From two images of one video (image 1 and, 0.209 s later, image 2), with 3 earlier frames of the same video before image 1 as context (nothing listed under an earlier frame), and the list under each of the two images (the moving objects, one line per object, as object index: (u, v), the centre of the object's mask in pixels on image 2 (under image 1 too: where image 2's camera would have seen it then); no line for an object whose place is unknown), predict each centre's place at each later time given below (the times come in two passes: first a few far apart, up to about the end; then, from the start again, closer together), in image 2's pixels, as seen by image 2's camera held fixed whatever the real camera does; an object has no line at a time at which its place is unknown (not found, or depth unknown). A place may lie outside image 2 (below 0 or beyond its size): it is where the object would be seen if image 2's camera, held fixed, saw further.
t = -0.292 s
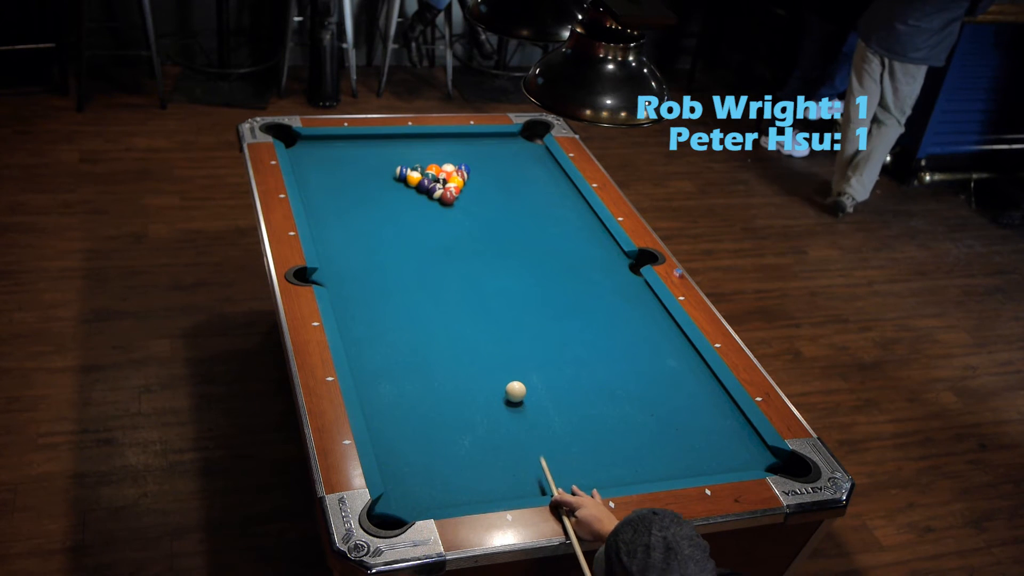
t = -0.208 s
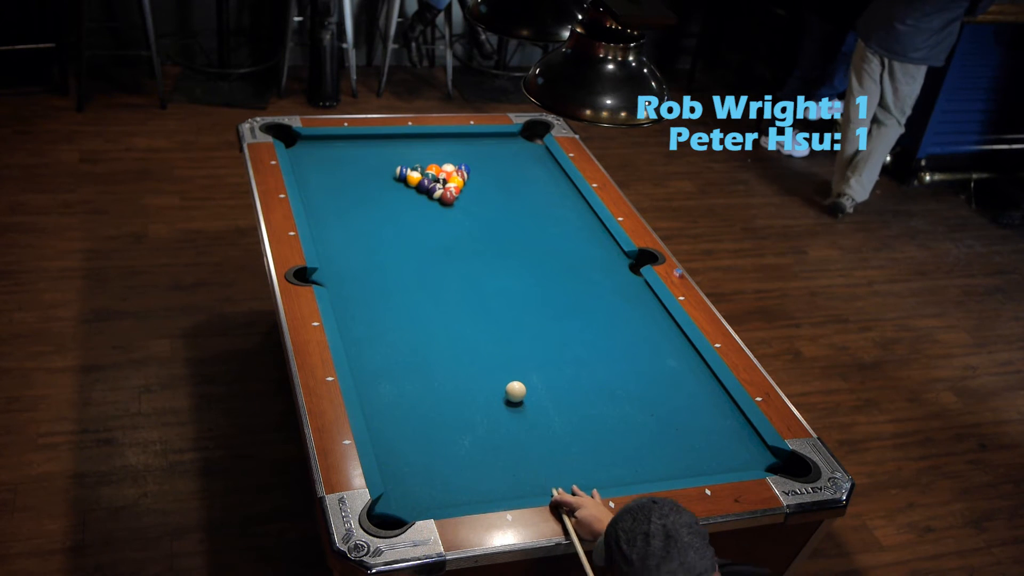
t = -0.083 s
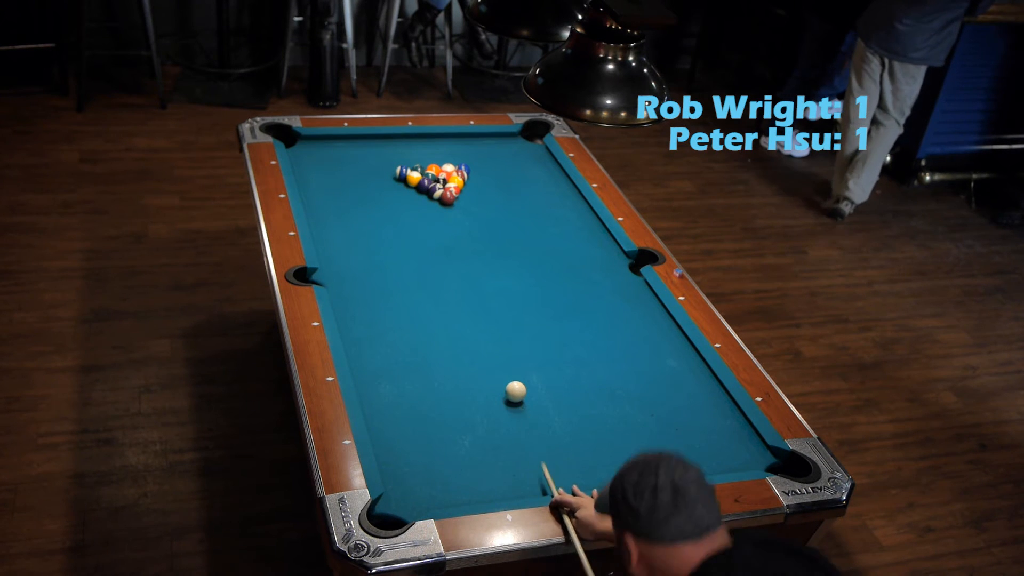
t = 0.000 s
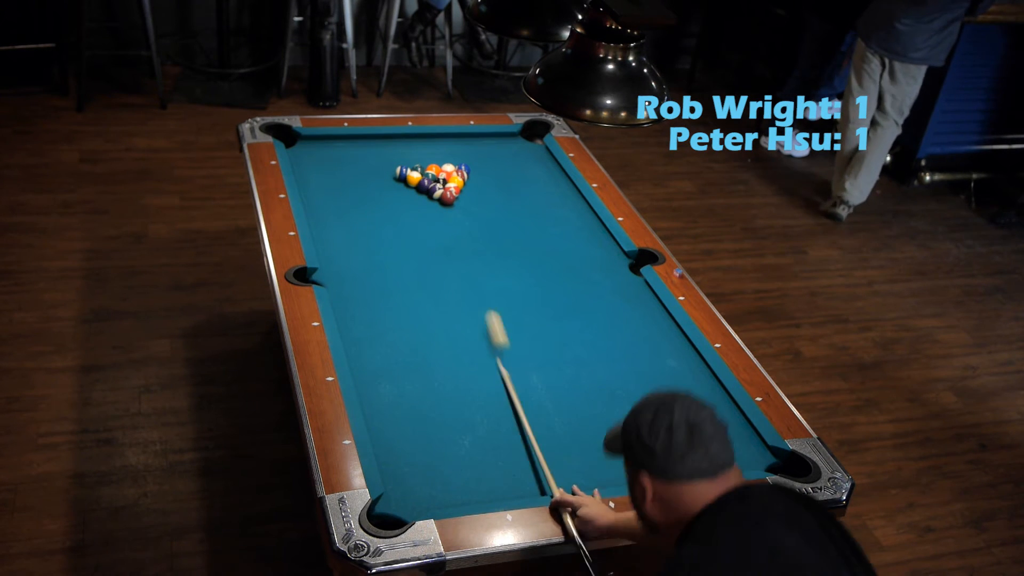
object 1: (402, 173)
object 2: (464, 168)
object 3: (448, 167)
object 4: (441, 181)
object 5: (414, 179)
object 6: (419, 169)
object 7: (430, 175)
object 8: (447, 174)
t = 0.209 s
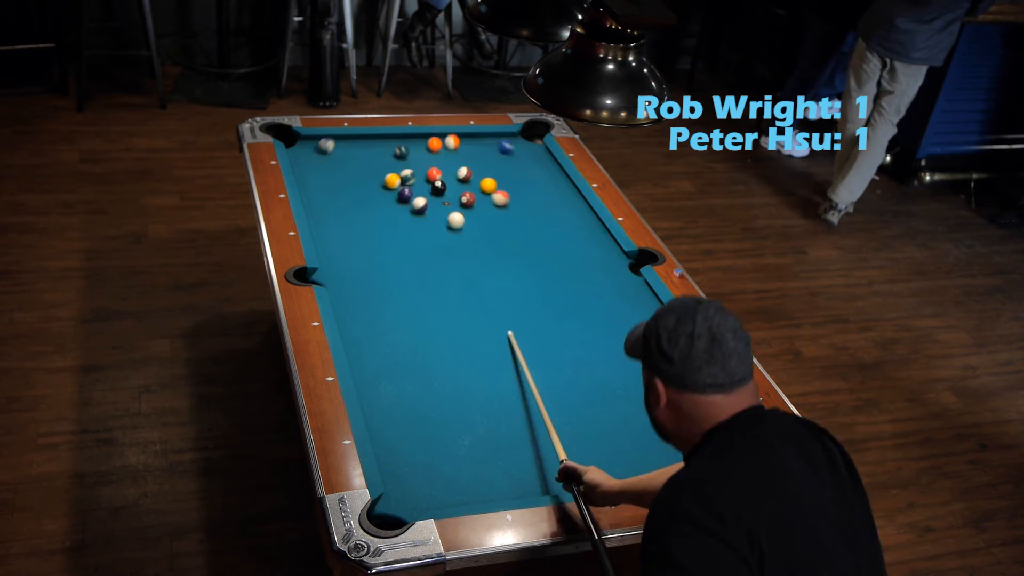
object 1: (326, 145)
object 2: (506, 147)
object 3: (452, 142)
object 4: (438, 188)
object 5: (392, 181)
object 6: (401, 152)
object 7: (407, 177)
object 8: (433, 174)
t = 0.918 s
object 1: (331, 272)
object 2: (523, 294)
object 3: (516, 170)
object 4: (428, 201)
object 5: (315, 191)
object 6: (363, 172)
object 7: (304, 171)
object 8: (400, 168)
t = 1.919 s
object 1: (464, 295)
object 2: (489, 471)
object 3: (555, 186)
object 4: (419, 213)
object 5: (380, 200)
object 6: (327, 204)
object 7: (346, 170)
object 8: (402, 170)
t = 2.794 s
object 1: (575, 303)
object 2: (395, 392)
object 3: (540, 192)
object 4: (418, 214)
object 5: (413, 203)
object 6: (363, 218)
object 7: (368, 170)
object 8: (402, 170)
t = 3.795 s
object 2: (437, 317)
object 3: (534, 194)
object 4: (418, 214)
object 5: (426, 203)
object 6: (383, 224)
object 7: (371, 169)
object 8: (402, 170)
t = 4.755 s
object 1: (640, 317)
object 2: (463, 271)
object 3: (534, 193)
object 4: (418, 214)
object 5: (425, 203)
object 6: (385, 225)
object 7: (371, 169)
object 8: (402, 170)
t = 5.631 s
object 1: (640, 317)
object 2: (480, 245)
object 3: (534, 193)
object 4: (418, 214)
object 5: (425, 203)
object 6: (385, 225)
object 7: (371, 169)
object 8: (402, 170)
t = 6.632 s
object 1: (640, 317)
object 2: (489, 228)
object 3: (534, 193)
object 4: (418, 214)
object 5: (425, 203)
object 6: (385, 225)
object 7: (371, 169)
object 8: (402, 170)
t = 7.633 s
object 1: (640, 317)
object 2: (491, 225)
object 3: (534, 193)
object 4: (418, 214)
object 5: (425, 203)
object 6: (385, 225)
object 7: (371, 169)
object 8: (402, 170)
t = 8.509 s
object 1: (640, 317)
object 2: (491, 225)
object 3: (534, 194)
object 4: (418, 214)
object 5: (425, 202)
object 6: (385, 225)
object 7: (371, 169)
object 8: (402, 170)
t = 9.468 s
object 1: (640, 317)
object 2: (491, 225)
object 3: (534, 194)
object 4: (418, 214)
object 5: (425, 203)
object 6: (385, 225)
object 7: (371, 169)
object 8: (402, 170)
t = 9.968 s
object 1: (640, 317)
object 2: (491, 225)
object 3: (534, 194)
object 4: (418, 214)
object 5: (425, 202)
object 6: (385, 225)
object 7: (371, 169)
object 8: (402, 170)
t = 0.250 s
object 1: (318, 154)
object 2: (522, 157)
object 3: (453, 136)
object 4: (438, 189)
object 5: (386, 181)
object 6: (397, 146)
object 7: (401, 177)
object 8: (430, 174)
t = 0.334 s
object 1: (302, 173)
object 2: (554, 177)
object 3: (462, 145)
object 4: (437, 191)
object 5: (373, 183)
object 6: (389, 139)
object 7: (389, 176)
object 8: (424, 173)
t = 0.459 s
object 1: (325, 198)
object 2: (570, 201)
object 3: (473, 156)
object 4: (435, 194)
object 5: (355, 184)
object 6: (387, 148)
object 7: (369, 175)
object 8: (414, 171)
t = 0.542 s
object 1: (342, 214)
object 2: (569, 219)
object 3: (481, 161)
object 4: (434, 195)
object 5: (343, 186)
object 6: (386, 152)
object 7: (357, 175)
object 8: (408, 169)
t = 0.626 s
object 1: (332, 226)
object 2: (559, 234)
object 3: (488, 163)
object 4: (433, 196)
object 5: (330, 187)
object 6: (384, 158)
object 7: (346, 173)
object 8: (402, 168)
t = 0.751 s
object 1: (323, 249)
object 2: (544, 258)
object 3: (500, 166)
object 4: (431, 199)
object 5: (312, 189)
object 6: (378, 165)
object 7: (327, 173)
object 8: (399, 167)
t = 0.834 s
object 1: (331, 264)
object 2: (534, 276)
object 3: (508, 168)
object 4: (429, 200)
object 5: (308, 189)
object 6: (370, 168)
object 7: (314, 173)
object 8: (399, 168)
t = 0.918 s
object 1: (331, 272)
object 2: (523, 294)
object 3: (516, 170)
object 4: (428, 201)
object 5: (315, 191)
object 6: (363, 172)
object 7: (304, 171)
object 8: (400, 168)
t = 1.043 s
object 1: (331, 285)
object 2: (511, 324)
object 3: (527, 172)
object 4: (426, 204)
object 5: (325, 192)
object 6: (352, 177)
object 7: (303, 170)
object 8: (400, 169)
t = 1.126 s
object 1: (343, 287)
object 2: (515, 341)
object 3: (535, 173)
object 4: (425, 205)
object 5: (331, 193)
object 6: (344, 181)
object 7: (309, 170)
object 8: (401, 169)
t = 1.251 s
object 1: (363, 289)
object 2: (519, 363)
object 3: (545, 176)
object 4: (424, 206)
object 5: (340, 194)
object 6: (331, 184)
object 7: (315, 171)
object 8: (402, 170)
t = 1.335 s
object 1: (377, 289)
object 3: (552, 177)
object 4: (423, 208)
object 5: (345, 195)
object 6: (325, 189)
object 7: (319, 170)
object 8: (402, 170)
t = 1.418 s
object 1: (390, 291)
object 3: (559, 178)
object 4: (423, 209)
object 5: (351, 196)
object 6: (318, 192)
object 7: (324, 170)
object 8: (402, 170)
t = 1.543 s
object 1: (410, 291)
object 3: (563, 181)
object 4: (421, 210)
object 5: (359, 197)
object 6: (307, 197)
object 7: (330, 170)
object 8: (402, 170)
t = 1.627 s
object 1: (421, 293)
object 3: (561, 182)
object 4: (421, 211)
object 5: (364, 198)
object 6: (311, 199)
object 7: (334, 171)
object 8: (402, 170)
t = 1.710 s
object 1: (434, 293)
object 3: (559, 183)
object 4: (420, 211)
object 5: (369, 198)
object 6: (316, 200)
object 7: (338, 171)
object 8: (402, 170)
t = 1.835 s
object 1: (452, 295)
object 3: (556, 185)
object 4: (419, 212)
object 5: (376, 199)
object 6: (322, 203)
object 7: (343, 170)
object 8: (402, 170)
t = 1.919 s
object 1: (464, 295)
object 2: (489, 471)
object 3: (555, 186)
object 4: (419, 213)
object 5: (380, 200)
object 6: (327, 204)
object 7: (346, 170)
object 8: (402, 170)
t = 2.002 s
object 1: (476, 296)
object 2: (470, 465)
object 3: (553, 186)
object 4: (419, 213)
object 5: (384, 201)
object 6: (331, 206)
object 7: (349, 170)
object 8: (402, 170)
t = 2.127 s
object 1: (492, 297)
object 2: (442, 454)
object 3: (550, 188)
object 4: (418, 214)
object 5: (390, 201)
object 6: (337, 208)
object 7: (354, 170)
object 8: (402, 170)
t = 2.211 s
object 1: (504, 298)
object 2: (424, 447)
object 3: (549, 188)
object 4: (418, 214)
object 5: (393, 202)
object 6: (341, 209)
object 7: (356, 170)
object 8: (402, 170)
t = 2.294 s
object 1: (514, 299)
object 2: (406, 440)
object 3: (547, 189)
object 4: (418, 214)
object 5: (397, 203)
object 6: (344, 211)
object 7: (359, 170)
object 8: (402, 170)
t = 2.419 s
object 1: (530, 299)
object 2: (381, 430)
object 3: (545, 190)
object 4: (418, 214)
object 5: (402, 203)
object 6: (349, 213)
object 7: (361, 170)
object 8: (402, 170)
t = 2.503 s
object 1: (541, 300)
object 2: (378, 422)
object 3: (544, 191)
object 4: (418, 214)
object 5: (405, 204)
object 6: (353, 214)
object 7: (363, 170)
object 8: (402, 170)
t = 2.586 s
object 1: (550, 302)
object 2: (384, 413)
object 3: (543, 191)
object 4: (418, 214)
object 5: (407, 204)
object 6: (356, 215)
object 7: (365, 170)
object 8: (402, 170)
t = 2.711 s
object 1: (565, 302)
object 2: (391, 400)
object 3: (541, 192)
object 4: (418, 214)
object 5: (411, 203)
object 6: (360, 217)
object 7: (367, 170)
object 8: (402, 170)
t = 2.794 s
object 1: (575, 303)
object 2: (395, 392)
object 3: (540, 192)
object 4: (418, 214)
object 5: (413, 203)
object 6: (363, 218)
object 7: (368, 170)
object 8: (402, 170)
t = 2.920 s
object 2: (402, 381)
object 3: (538, 193)
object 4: (418, 214)
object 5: (417, 202)
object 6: (366, 219)
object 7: (369, 169)
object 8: (402, 170)
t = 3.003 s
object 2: (406, 374)
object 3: (537, 193)
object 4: (418, 214)
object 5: (419, 202)
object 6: (369, 219)
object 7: (370, 169)
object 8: (402, 170)
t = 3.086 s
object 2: (410, 367)
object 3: (536, 193)
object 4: (418, 215)
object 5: (421, 202)
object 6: (371, 220)
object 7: (370, 169)
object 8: (402, 170)
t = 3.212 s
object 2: (415, 357)
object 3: (535, 193)
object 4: (418, 214)
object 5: (423, 203)
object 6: (374, 221)
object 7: (371, 169)
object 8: (402, 170)
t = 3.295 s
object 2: (418, 351)
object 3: (535, 193)
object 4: (418, 214)
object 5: (424, 203)
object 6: (376, 222)
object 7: (371, 169)
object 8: (402, 170)
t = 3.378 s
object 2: (422, 344)
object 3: (535, 194)
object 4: (418, 214)
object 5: (425, 203)
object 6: (377, 222)
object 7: (371, 169)
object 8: (402, 170)
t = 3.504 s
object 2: (426, 336)
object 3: (534, 194)
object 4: (418, 214)
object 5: (426, 203)
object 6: (380, 223)
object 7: (371, 169)
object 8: (402, 170)
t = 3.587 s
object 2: (430, 330)
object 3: (534, 194)
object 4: (418, 214)
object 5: (426, 203)
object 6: (381, 223)
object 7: (371, 169)
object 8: (402, 170)
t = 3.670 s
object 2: (433, 325)
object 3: (534, 193)
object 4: (418, 214)
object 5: (426, 203)
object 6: (382, 223)
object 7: (371, 169)
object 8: (402, 170)
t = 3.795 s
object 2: (437, 317)
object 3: (534, 194)
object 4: (418, 214)
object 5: (426, 203)
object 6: (383, 224)
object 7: (371, 169)
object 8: (402, 170)
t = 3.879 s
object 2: (440, 312)
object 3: (534, 194)
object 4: (418, 214)
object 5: (425, 203)
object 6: (384, 224)
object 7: (371, 169)
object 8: (402, 170)
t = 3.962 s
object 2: (442, 307)
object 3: (534, 194)
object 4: (418, 214)
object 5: (425, 203)
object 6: (385, 224)
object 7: (371, 169)
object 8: (402, 170)
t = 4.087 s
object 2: (446, 300)
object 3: (534, 194)
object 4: (418, 214)
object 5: (425, 202)
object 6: (385, 225)
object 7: (371, 169)
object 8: (402, 170)
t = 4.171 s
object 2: (448, 297)
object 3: (534, 194)
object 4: (418, 214)
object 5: (425, 203)
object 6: (385, 225)
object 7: (371, 169)
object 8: (402, 170)
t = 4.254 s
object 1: (640, 317)
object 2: (450, 292)
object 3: (534, 194)
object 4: (418, 214)
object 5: (425, 203)
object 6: (385, 225)
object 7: (371, 169)
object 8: (402, 170)
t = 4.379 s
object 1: (640, 317)
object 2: (454, 286)
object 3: (534, 193)
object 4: (418, 214)
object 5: (425, 203)
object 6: (385, 225)
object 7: (371, 169)
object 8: (402, 170)
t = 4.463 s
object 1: (640, 317)
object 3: (534, 194)
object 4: (418, 214)
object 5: (425, 203)
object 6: (385, 225)
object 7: (371, 169)
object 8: (402, 170)
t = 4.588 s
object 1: (640, 317)
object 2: (462, 275)
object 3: (534, 193)
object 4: (418, 214)
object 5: (425, 203)
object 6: (385, 225)
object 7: (371, 169)
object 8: (402, 170)
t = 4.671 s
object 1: (640, 317)
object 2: (461, 274)
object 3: (534, 194)
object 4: (418, 214)
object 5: (425, 203)
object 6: (385, 225)
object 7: (371, 169)
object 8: (402, 170)
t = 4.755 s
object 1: (640, 317)
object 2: (463, 271)
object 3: (534, 193)
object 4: (418, 214)
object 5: (425, 203)
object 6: (385, 225)
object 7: (371, 169)
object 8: (402, 170)
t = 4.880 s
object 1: (640, 317)
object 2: (466, 266)
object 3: (534, 193)
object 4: (418, 214)
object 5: (425, 203)
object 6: (385, 225)
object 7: (371, 169)
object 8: (402, 170)
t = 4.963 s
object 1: (640, 317)
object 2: (468, 263)
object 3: (534, 193)
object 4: (418, 214)
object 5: (425, 203)
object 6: (385, 224)
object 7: (371, 169)
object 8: (402, 170)
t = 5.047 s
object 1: (640, 317)
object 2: (470, 260)
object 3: (534, 193)
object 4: (418, 214)
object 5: (425, 203)
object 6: (385, 225)
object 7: (371, 169)
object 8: (402, 170)
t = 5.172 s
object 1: (640, 317)
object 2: (472, 256)
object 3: (534, 194)
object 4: (418, 214)
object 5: (425, 203)
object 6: (385, 224)
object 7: (371, 169)
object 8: (402, 170)
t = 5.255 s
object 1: (640, 317)
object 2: (474, 254)
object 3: (534, 193)
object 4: (418, 214)
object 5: (425, 203)
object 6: (385, 224)
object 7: (371, 169)
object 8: (402, 170)
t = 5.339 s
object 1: (640, 317)
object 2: (475, 252)
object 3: (534, 193)
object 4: (418, 214)
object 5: (425, 203)
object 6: (385, 224)
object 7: (371, 169)
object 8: (402, 170)
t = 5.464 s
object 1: (640, 317)
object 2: (478, 248)
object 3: (534, 193)
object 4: (418, 214)
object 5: (425, 202)
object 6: (385, 224)
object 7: (371, 169)
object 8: (402, 170)
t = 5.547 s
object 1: (640, 317)
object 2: (479, 246)
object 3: (534, 193)
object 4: (418, 214)
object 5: (425, 203)
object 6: (385, 225)
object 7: (371, 169)
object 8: (402, 170)
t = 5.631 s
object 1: (640, 317)
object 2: (480, 245)
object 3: (534, 193)
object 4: (418, 214)
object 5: (425, 203)
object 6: (385, 225)
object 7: (371, 169)
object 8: (402, 170)
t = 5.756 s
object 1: (640, 317)
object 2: (482, 242)
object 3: (534, 193)
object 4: (418, 214)
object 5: (425, 203)
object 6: (385, 224)
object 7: (371, 169)
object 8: (402, 170)
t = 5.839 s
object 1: (640, 317)
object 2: (483, 240)
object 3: (534, 193)
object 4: (418, 214)
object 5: (425, 203)
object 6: (385, 224)
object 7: (371, 169)
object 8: (402, 170)
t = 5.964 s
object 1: (640, 317)
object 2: (484, 238)
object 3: (534, 193)
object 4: (418, 214)
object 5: (425, 203)
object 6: (385, 224)
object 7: (371, 169)
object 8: (402, 170)
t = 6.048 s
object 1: (640, 317)
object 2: (485, 236)
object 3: (534, 193)
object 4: (418, 214)
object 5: (425, 203)
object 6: (385, 224)
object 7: (371, 169)
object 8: (402, 170)
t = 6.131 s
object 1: (640, 317)
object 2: (486, 234)
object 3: (534, 193)
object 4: (418, 214)
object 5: (425, 203)
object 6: (385, 225)
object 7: (371, 169)
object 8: (402, 170)
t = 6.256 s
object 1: (640, 317)
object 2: (487, 233)
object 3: (534, 193)
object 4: (418, 214)
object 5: (425, 203)
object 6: (385, 225)
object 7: (371, 169)
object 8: (402, 170)
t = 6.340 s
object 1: (640, 317)
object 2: (488, 232)
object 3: (534, 194)
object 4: (418, 214)
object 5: (425, 203)
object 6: (385, 225)
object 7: (371, 169)
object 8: (402, 170)
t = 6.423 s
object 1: (640, 317)
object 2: (488, 230)
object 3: (534, 194)
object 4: (418, 214)
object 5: (425, 203)
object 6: (385, 224)
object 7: (371, 169)
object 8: (402, 170)
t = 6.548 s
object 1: (640, 317)
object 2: (489, 229)
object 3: (534, 193)
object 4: (418, 214)
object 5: (425, 203)
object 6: (385, 225)
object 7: (371, 169)
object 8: (402, 170)
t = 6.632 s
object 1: (640, 317)
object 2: (489, 228)
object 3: (534, 193)
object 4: (418, 214)
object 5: (425, 203)
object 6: (385, 225)
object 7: (371, 169)
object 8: (402, 170)
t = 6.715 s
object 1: (640, 317)
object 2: (490, 228)
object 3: (534, 193)
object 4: (418, 214)
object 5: (425, 203)
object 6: (385, 225)
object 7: (371, 169)
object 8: (402, 170)
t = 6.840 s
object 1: (640, 317)
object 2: (490, 226)
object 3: (534, 194)
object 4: (418, 214)
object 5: (425, 203)
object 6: (385, 224)
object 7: (371, 169)
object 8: (402, 170)
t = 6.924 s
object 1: (640, 317)
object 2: (491, 226)
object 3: (534, 194)
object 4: (418, 214)
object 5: (425, 203)
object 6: (385, 225)
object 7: (371, 169)
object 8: (402, 170)
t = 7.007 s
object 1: (640, 317)
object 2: (491, 225)
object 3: (534, 193)
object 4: (418, 214)
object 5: (425, 203)
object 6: (385, 224)
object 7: (371, 169)
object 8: (402, 170)
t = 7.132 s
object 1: (640, 317)
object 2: (491, 225)
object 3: (534, 193)
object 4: (418, 214)
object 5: (425, 203)
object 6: (385, 224)
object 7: (371, 169)
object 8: (402, 170)
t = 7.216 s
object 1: (640, 317)
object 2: (491, 224)
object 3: (534, 194)
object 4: (418, 214)
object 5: (425, 203)
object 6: (385, 224)
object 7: (371, 169)
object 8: (402, 170)
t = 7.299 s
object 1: (640, 317)
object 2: (491, 224)
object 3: (534, 194)
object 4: (418, 214)
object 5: (425, 203)
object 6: (385, 225)
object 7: (371, 169)
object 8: (402, 170)
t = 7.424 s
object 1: (640, 317)
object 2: (491, 225)
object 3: (534, 193)
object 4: (418, 214)
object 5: (425, 203)
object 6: (385, 225)
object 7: (371, 169)
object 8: (402, 170)
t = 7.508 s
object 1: (640, 317)
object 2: (491, 225)
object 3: (534, 193)
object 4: (418, 214)
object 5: (425, 203)
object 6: (385, 225)
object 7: (371, 169)
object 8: (402, 170)
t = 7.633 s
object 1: (640, 317)
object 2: (491, 225)
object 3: (534, 193)
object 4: (418, 214)
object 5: (425, 203)
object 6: (385, 225)
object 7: (371, 169)
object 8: (402, 170)
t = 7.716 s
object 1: (640, 317)
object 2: (491, 225)
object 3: (534, 193)
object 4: (418, 214)
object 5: (425, 203)
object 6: (385, 225)
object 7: (371, 169)
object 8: (402, 170)
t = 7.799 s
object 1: (640, 317)
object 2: (491, 225)
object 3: (534, 193)
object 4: (418, 214)
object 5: (425, 203)
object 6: (385, 225)
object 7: (371, 169)
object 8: (402, 170)
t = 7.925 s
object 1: (640, 317)
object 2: (491, 225)
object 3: (534, 194)
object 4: (418, 214)
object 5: (425, 203)
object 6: (385, 225)
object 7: (371, 169)
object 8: (402, 170)
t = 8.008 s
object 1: (640, 317)
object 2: (491, 225)
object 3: (534, 193)
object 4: (418, 214)
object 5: (425, 203)
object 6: (385, 225)
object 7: (371, 169)
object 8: (402, 170)
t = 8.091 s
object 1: (640, 317)
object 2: (491, 225)
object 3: (534, 194)
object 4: (418, 214)
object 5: (425, 202)
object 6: (385, 225)
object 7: (371, 169)
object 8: (402, 170)
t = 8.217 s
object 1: (640, 317)
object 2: (491, 225)
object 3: (534, 194)
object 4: (418, 214)
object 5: (425, 202)
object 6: (385, 225)
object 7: (371, 169)
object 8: (402, 170)
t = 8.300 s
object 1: (640, 317)
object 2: (491, 225)
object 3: (534, 194)
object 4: (418, 214)
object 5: (425, 202)
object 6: (385, 225)
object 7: (371, 169)
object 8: (402, 170)
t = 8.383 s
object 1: (640, 317)
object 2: (491, 225)
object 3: (534, 194)
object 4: (418, 214)
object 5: (425, 202)
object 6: (385, 225)
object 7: (371, 169)
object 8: (402, 170)
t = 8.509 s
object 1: (640, 317)
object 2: (491, 225)
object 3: (534, 194)
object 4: (418, 214)
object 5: (425, 202)
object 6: (385, 225)
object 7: (371, 169)
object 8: (402, 170)
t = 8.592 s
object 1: (640, 317)
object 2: (491, 225)
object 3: (534, 194)
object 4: (418, 214)
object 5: (425, 202)
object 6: (385, 225)
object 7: (371, 169)
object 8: (402, 170)
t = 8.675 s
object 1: (640, 317)
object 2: (491, 225)
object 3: (534, 194)
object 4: (418, 214)
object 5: (425, 203)
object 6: (385, 225)
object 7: (371, 169)
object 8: (402, 170)
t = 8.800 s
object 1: (640, 317)
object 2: (491, 225)
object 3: (534, 194)
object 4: (418, 214)
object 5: (425, 202)
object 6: (385, 225)
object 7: (371, 169)
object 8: (402, 170)
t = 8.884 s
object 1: (640, 317)
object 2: (491, 225)
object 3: (534, 194)
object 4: (418, 214)
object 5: (425, 202)
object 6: (385, 225)
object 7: (371, 169)
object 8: (402, 170)
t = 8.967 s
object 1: (640, 317)
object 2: (491, 225)
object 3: (534, 194)
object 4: (418, 214)
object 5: (425, 202)
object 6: (385, 225)
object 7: (371, 169)
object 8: (402, 170)
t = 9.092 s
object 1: (640, 317)
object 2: (491, 225)
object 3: (534, 194)
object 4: (418, 214)
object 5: (425, 202)
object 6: (385, 225)
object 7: (371, 169)
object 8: (402, 170)
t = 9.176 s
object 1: (640, 317)
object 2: (491, 225)
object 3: (534, 194)
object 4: (418, 214)
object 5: (425, 202)
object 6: (385, 225)
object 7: (371, 169)
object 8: (402, 170)
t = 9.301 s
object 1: (640, 317)
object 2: (491, 225)
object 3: (534, 194)
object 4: (418, 214)
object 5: (425, 202)
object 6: (385, 225)
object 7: (371, 169)
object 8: (402, 170)
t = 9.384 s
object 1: (640, 317)
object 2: (491, 225)
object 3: (534, 194)
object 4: (418, 214)
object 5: (425, 203)
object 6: (385, 225)
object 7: (371, 169)
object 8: (402, 170)
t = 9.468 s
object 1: (640, 317)
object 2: (491, 225)
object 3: (534, 194)
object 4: (418, 214)
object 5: (425, 203)
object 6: (385, 225)
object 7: (371, 169)
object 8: (402, 170)
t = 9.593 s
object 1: (640, 317)
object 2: (491, 225)
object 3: (534, 194)
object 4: (418, 214)
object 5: (425, 203)
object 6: (385, 225)
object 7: (371, 169)
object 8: (402, 170)
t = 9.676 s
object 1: (640, 317)
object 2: (491, 225)
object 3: (534, 194)
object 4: (418, 214)
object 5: (425, 202)
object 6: (385, 225)
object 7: (371, 169)
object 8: (402, 170)
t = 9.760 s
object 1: (640, 317)
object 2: (491, 225)
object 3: (534, 194)
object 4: (418, 214)
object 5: (425, 203)
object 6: (385, 225)
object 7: (371, 169)
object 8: (402, 170)
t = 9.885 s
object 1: (640, 317)
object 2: (491, 225)
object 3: (534, 194)
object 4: (418, 214)
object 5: (425, 202)
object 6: (385, 225)
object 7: (371, 169)
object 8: (402, 170)
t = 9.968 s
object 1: (640, 317)
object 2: (491, 225)
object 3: (534, 194)
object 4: (418, 214)
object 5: (425, 202)
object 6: (385, 225)
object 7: (371, 169)
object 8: (402, 170)
